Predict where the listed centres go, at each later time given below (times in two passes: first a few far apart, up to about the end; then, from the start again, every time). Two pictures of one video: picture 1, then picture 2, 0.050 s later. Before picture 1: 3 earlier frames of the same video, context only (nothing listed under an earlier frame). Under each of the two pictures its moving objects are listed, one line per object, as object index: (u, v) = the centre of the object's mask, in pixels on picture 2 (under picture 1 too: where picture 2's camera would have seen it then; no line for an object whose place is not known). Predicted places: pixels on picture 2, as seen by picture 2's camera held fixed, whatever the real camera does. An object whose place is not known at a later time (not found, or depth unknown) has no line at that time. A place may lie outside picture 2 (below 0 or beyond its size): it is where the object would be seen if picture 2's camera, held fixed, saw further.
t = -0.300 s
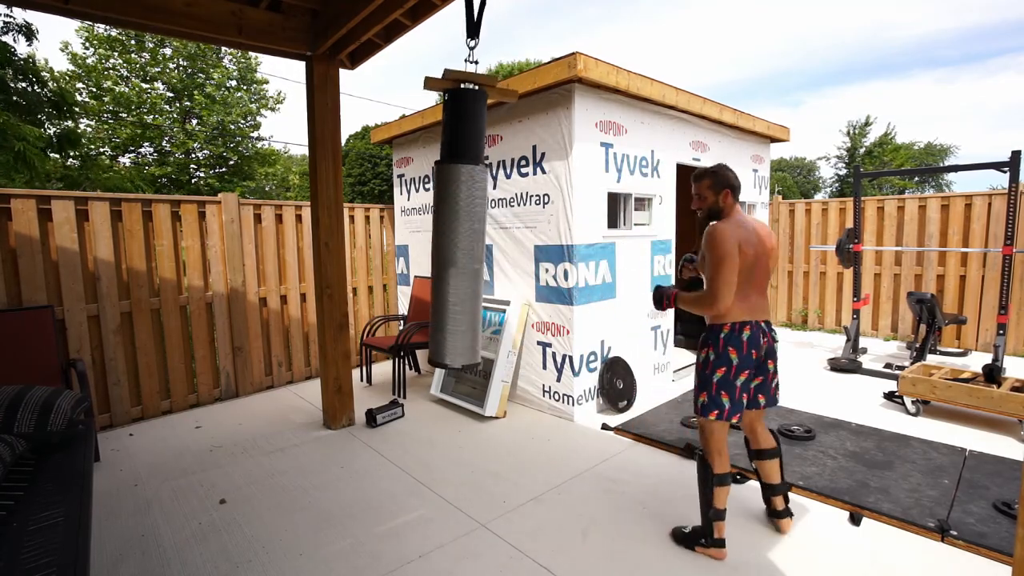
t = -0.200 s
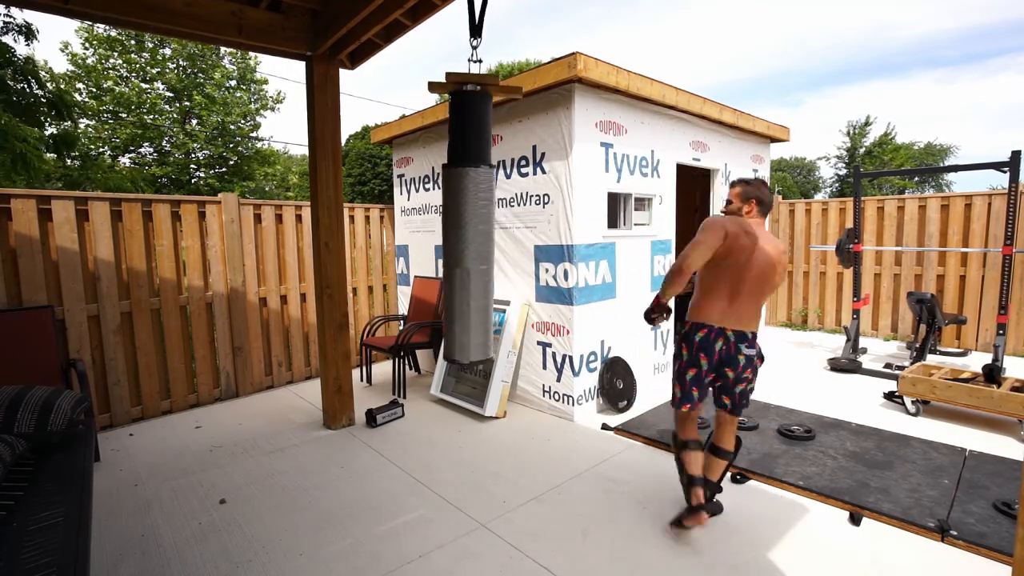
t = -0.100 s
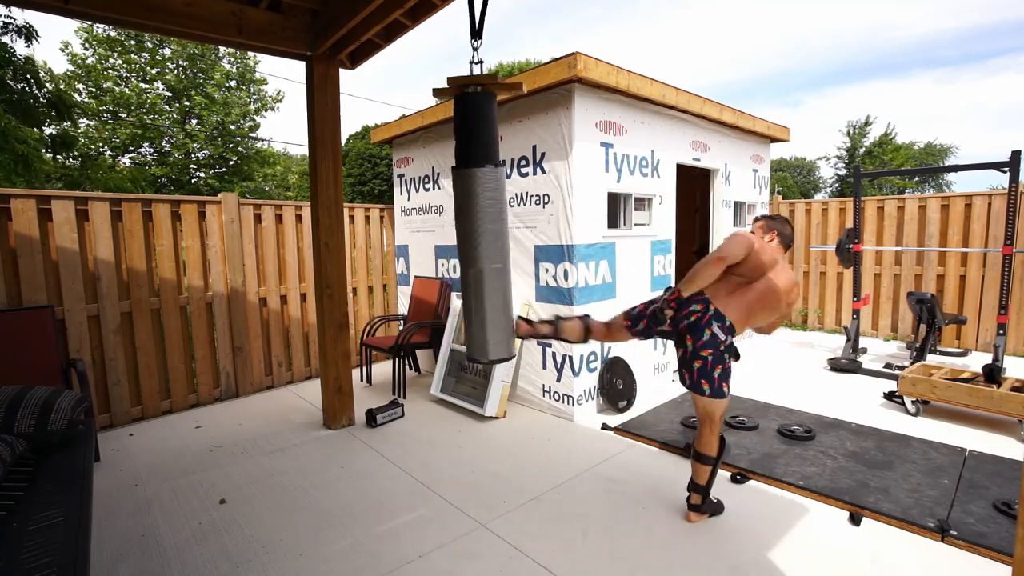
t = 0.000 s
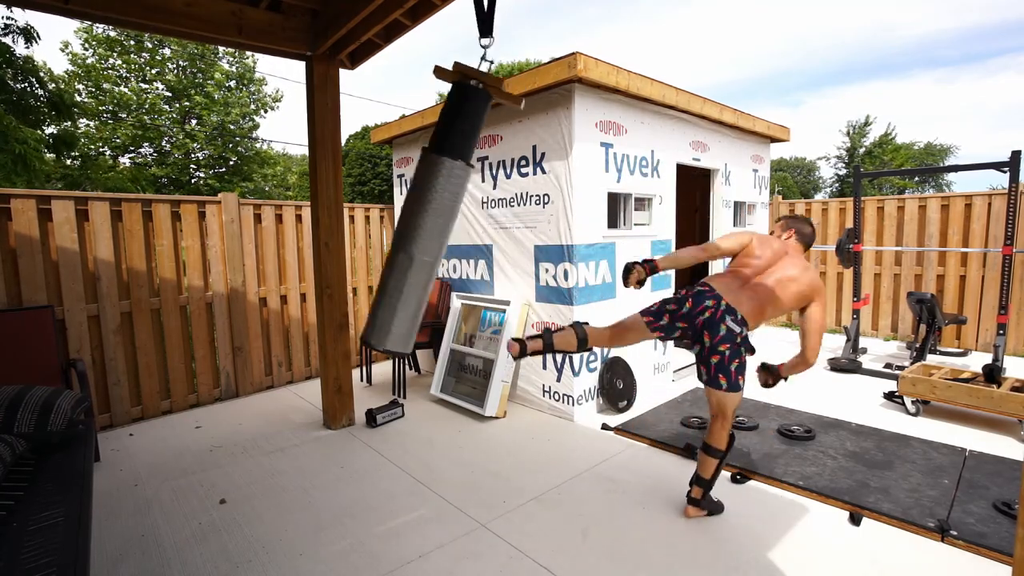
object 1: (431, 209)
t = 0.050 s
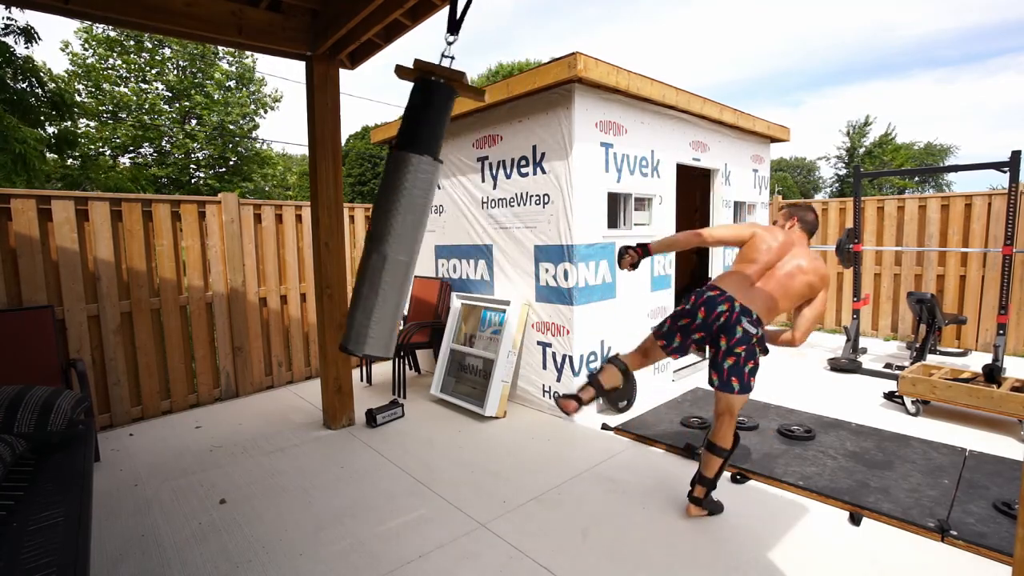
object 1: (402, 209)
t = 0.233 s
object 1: (405, 205)
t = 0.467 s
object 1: (533, 211)
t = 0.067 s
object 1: (395, 208)
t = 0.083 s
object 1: (390, 205)
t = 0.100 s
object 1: (387, 204)
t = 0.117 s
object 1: (385, 205)
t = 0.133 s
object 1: (384, 206)
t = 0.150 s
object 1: (385, 207)
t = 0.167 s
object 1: (387, 207)
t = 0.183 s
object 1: (390, 206)
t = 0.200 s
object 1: (394, 205)
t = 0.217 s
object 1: (400, 204)
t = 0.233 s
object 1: (405, 205)
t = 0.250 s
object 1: (412, 208)
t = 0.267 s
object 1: (418, 210)
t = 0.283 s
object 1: (426, 213)
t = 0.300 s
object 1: (434, 215)
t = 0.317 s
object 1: (443, 217)
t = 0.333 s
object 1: (452, 216)
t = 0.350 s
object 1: (462, 218)
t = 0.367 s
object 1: (473, 218)
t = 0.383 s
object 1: (484, 219)
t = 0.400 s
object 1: (495, 219)
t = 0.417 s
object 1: (506, 218)
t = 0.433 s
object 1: (516, 215)
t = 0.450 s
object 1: (525, 212)
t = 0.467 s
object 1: (533, 211)
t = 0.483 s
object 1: (540, 209)
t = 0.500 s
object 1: (546, 209)
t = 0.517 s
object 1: (551, 208)
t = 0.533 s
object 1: (555, 208)
